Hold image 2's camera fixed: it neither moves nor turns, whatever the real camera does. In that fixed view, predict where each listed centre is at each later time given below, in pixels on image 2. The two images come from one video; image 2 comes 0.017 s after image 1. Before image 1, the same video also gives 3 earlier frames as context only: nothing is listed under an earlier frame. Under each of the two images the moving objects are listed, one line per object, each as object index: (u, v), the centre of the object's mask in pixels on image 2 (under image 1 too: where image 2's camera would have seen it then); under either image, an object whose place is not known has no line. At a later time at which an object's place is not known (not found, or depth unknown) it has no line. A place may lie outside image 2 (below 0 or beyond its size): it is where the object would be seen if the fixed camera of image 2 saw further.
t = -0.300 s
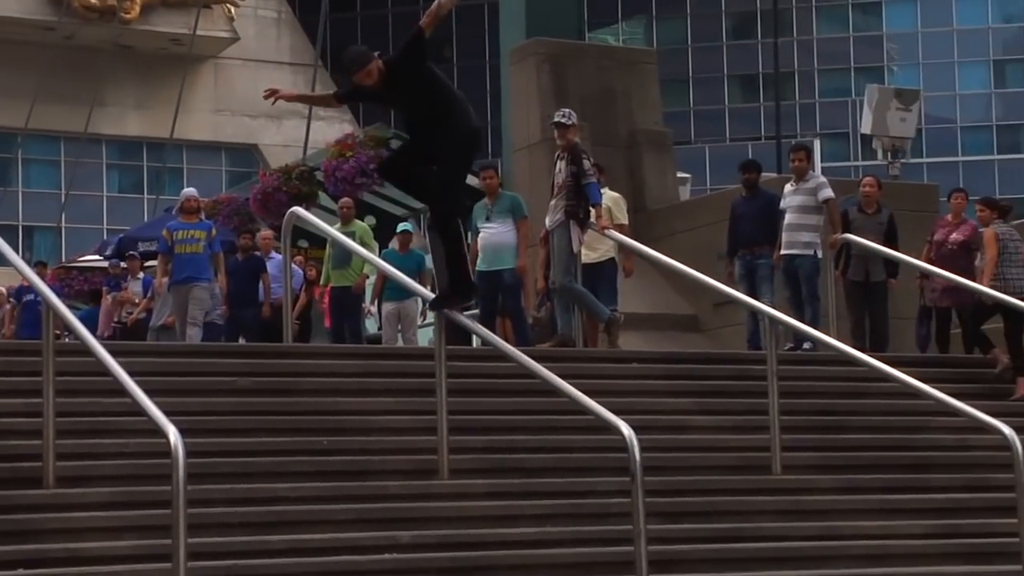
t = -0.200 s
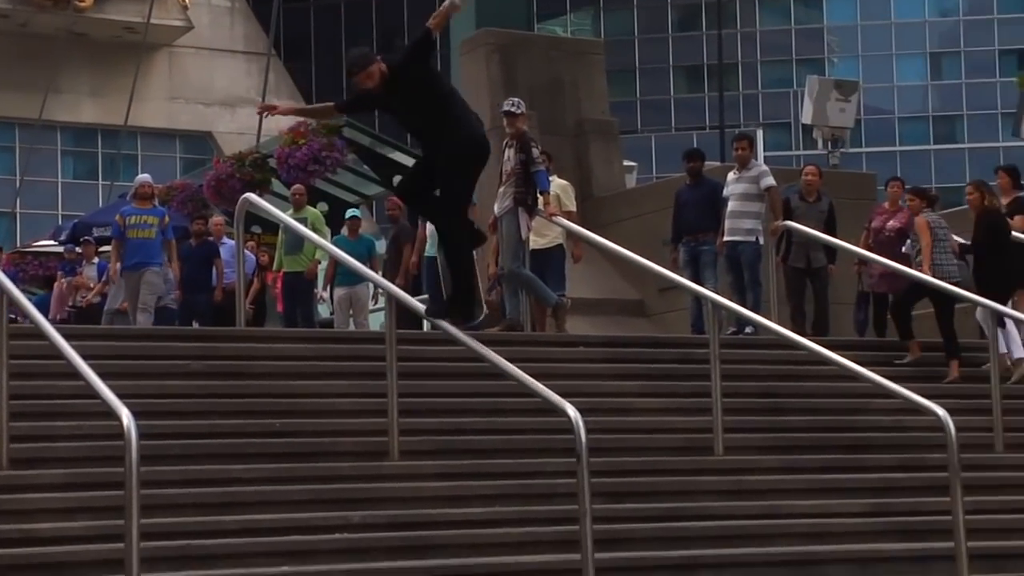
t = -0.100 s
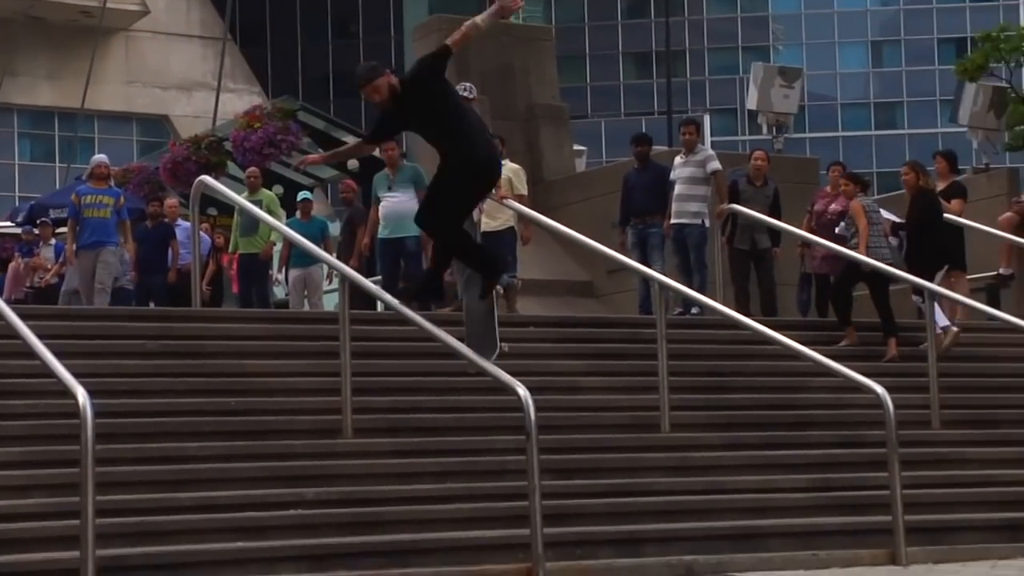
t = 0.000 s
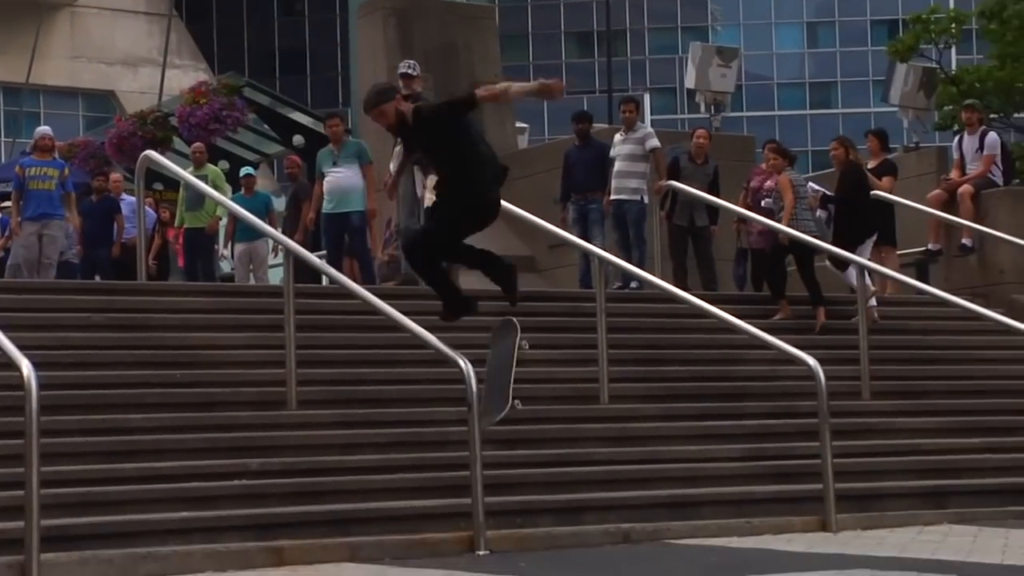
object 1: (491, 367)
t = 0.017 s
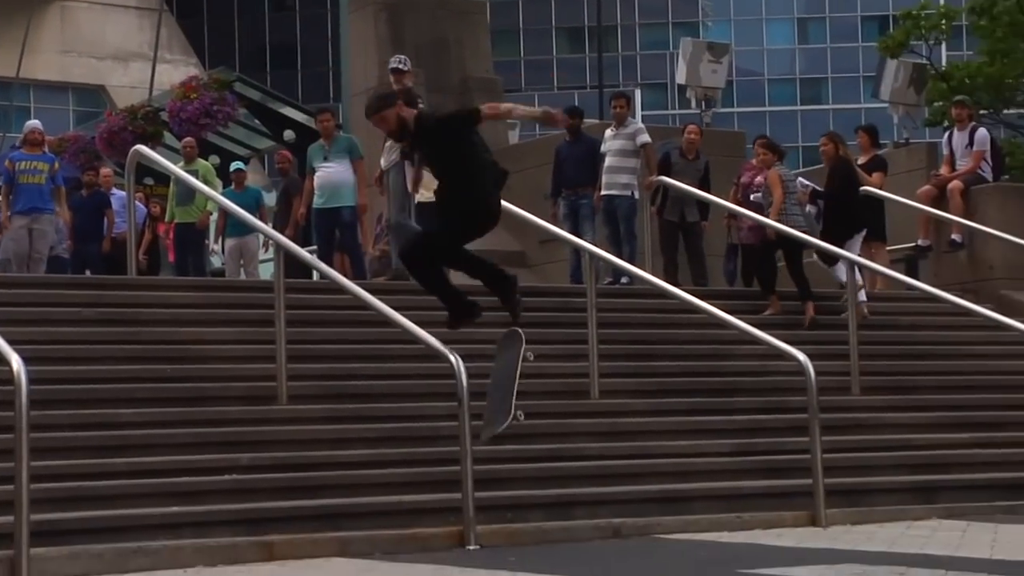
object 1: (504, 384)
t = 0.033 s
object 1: (518, 398)
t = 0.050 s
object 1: (532, 415)
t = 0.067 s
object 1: (545, 433)
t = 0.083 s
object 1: (560, 454)
